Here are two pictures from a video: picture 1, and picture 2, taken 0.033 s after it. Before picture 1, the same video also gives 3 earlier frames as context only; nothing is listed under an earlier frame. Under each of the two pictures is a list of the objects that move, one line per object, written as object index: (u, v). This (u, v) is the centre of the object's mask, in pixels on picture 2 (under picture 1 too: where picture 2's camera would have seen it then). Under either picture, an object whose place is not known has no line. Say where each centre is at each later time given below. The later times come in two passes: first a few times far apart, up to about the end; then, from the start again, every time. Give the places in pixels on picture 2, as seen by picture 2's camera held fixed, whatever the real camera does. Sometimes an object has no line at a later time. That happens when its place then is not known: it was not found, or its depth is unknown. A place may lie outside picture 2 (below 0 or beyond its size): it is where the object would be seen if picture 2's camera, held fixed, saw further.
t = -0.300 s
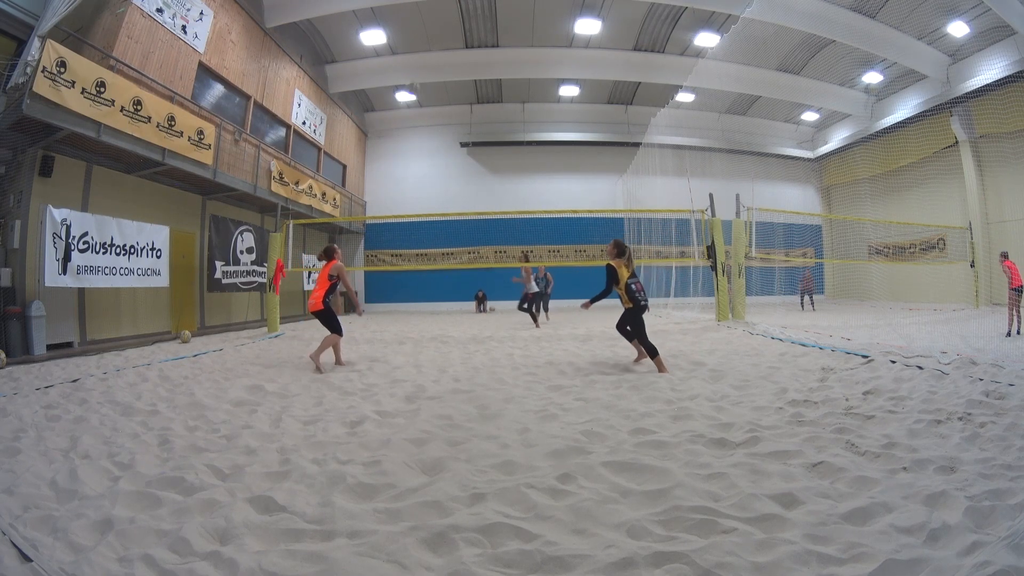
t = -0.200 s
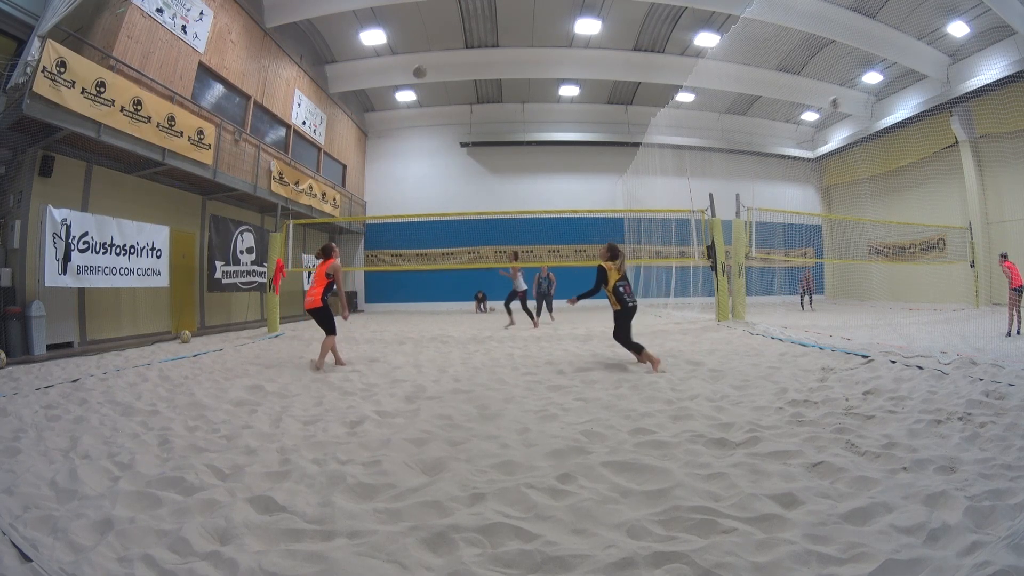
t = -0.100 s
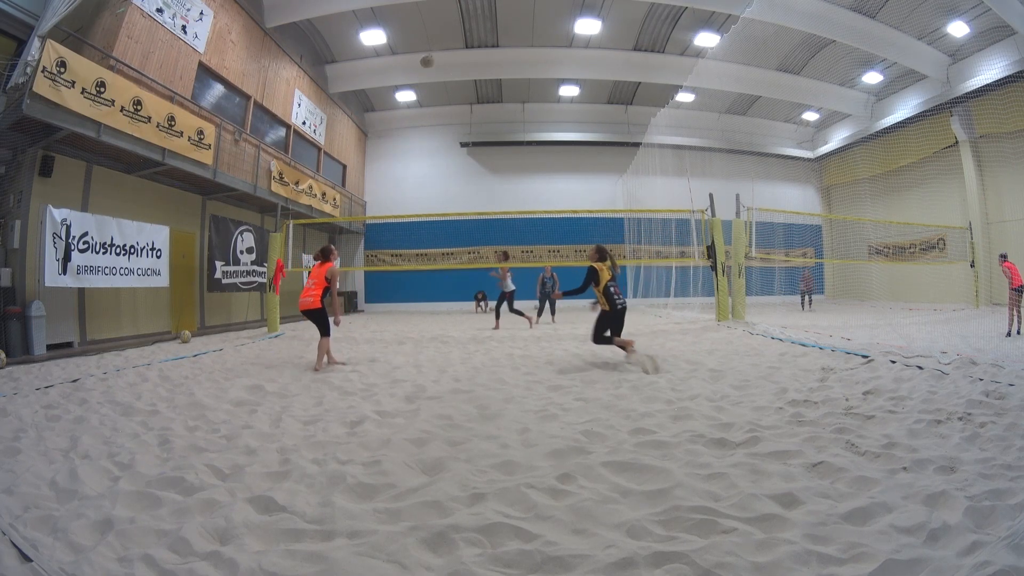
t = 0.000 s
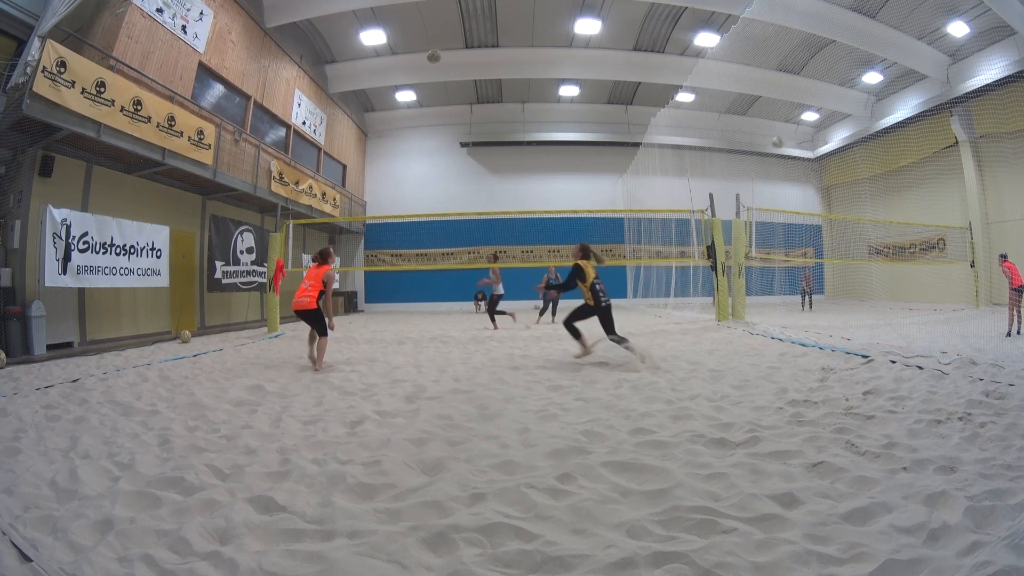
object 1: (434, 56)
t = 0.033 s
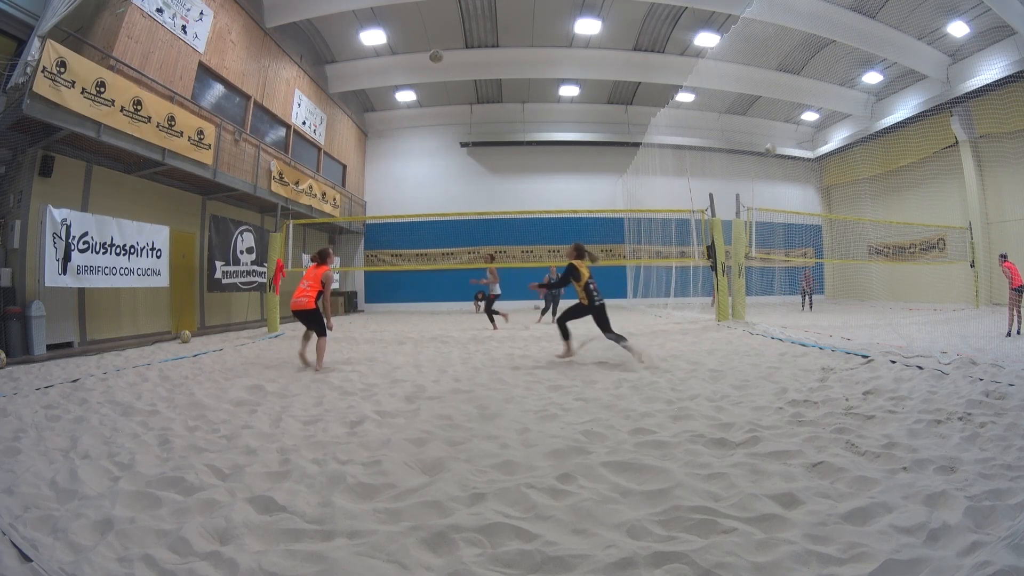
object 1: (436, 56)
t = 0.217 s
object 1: (447, 66)
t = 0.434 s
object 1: (460, 103)
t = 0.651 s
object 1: (472, 172)
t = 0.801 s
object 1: (482, 239)
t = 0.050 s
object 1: (437, 56)
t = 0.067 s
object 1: (438, 56)
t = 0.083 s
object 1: (439, 57)
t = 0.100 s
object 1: (440, 57)
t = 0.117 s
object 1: (441, 58)
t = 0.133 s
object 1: (442, 59)
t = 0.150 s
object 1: (443, 60)
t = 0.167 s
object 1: (444, 62)
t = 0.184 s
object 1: (445, 63)
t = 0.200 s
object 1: (446, 65)
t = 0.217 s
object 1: (447, 66)
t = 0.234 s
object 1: (448, 68)
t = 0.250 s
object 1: (449, 70)
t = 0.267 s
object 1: (450, 73)
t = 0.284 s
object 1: (451, 75)
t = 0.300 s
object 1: (452, 76)
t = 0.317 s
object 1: (453, 79)
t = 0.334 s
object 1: (454, 82)
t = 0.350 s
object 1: (455, 84)
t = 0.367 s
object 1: (456, 87)
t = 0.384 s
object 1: (457, 91)
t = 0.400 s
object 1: (458, 94)
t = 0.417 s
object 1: (459, 99)
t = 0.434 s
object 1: (460, 103)
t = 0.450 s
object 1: (460, 107)
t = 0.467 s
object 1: (462, 112)
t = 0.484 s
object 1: (463, 117)
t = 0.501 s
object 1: (463, 121)
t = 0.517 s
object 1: (465, 126)
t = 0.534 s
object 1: (465, 130)
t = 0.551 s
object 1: (467, 137)
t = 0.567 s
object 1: (468, 142)
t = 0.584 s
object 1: (468, 147)
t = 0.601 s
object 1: (469, 153)
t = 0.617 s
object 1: (470, 160)
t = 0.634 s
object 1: (471, 166)
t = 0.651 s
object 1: (472, 172)
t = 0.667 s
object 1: (473, 179)
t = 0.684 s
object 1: (474, 186)
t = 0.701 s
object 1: (475, 193)
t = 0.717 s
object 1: (476, 200)
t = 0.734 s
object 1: (477, 207)
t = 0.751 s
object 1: (479, 215)
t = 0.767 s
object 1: (480, 224)
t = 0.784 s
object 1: (481, 231)
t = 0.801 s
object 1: (482, 239)
